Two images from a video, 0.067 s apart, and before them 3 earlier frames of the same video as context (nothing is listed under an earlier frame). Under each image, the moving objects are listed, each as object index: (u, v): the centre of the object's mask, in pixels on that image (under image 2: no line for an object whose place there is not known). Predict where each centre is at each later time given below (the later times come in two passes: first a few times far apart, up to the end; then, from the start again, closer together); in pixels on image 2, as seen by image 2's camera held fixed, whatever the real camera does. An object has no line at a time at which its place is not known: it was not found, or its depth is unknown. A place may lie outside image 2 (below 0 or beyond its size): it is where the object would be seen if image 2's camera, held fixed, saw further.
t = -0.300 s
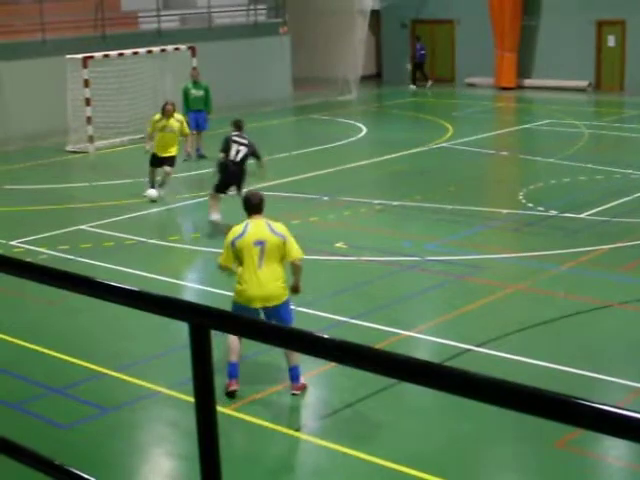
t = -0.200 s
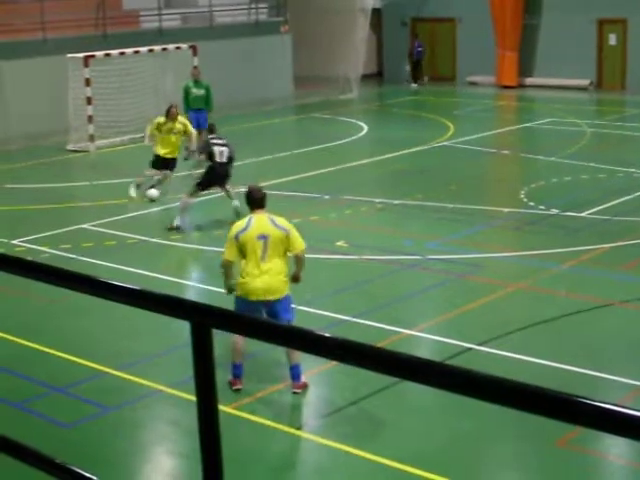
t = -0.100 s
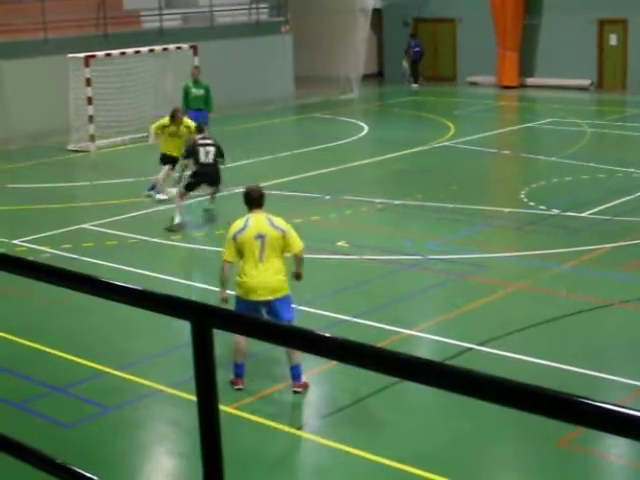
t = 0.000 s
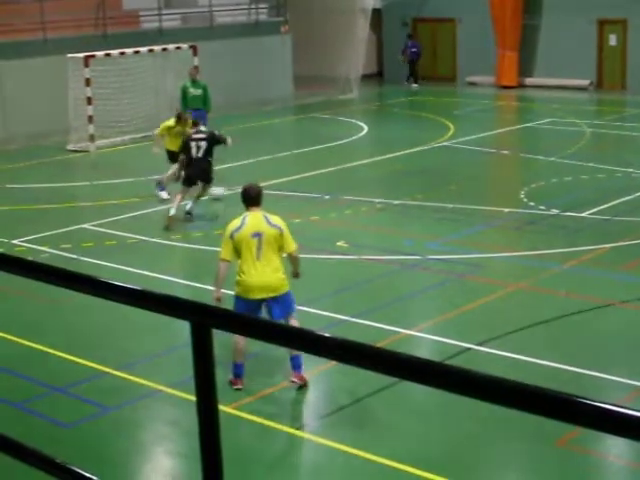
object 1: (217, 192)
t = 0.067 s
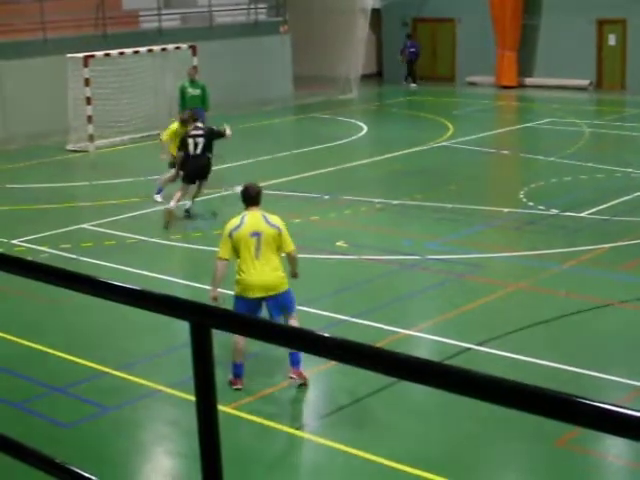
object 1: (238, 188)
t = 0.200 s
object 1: (293, 190)
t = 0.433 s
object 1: (368, 185)
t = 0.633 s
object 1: (424, 186)
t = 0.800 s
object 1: (465, 184)
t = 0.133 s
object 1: (271, 189)
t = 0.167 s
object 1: (281, 190)
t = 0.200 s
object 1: (293, 190)
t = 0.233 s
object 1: (304, 189)
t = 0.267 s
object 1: (315, 189)
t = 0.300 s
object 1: (327, 188)
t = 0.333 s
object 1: (339, 186)
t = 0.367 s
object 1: (348, 187)
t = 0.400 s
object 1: (359, 186)
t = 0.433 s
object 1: (368, 185)
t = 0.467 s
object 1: (378, 186)
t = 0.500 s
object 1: (388, 185)
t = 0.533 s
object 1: (399, 184)
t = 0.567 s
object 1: (405, 186)
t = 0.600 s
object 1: (415, 185)
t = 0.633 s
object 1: (424, 186)
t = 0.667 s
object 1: (435, 185)
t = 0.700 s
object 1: (441, 185)
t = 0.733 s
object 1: (447, 184)
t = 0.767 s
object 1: (456, 184)
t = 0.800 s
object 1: (465, 184)
